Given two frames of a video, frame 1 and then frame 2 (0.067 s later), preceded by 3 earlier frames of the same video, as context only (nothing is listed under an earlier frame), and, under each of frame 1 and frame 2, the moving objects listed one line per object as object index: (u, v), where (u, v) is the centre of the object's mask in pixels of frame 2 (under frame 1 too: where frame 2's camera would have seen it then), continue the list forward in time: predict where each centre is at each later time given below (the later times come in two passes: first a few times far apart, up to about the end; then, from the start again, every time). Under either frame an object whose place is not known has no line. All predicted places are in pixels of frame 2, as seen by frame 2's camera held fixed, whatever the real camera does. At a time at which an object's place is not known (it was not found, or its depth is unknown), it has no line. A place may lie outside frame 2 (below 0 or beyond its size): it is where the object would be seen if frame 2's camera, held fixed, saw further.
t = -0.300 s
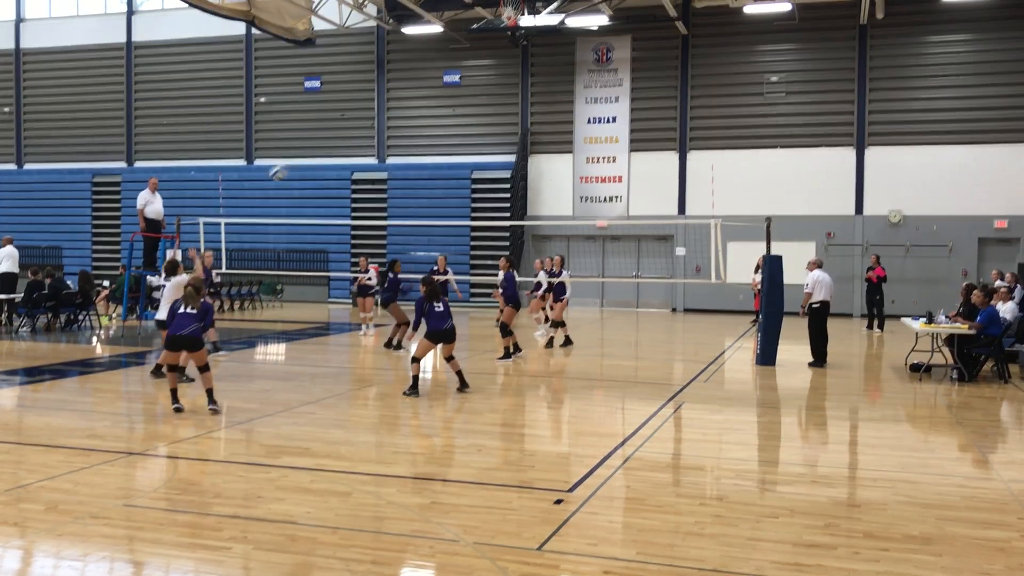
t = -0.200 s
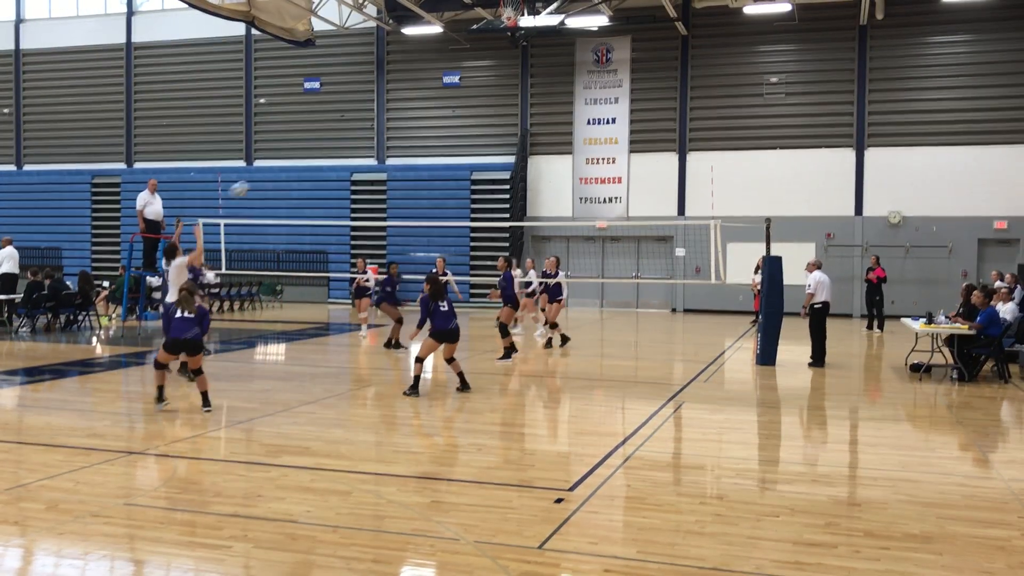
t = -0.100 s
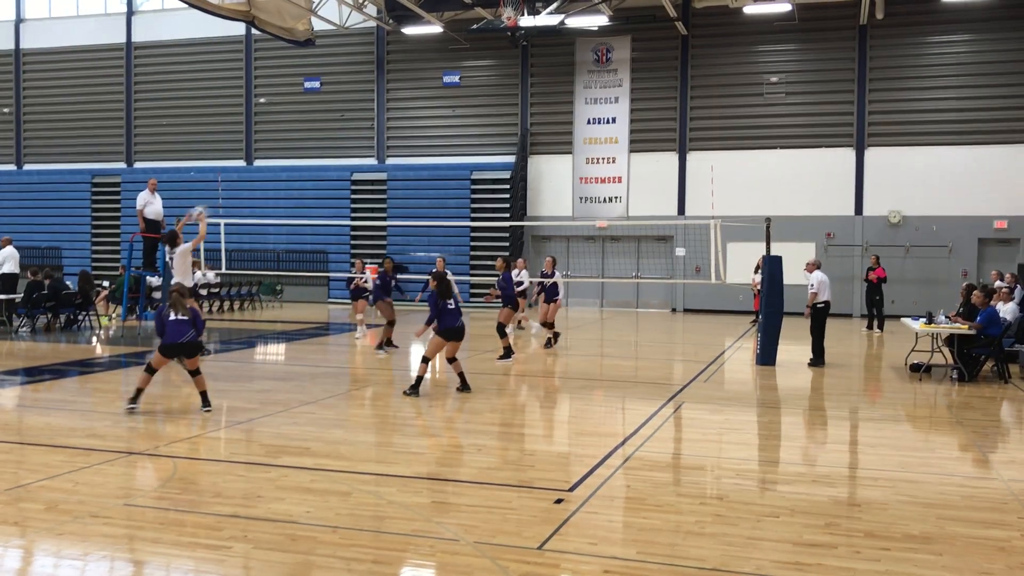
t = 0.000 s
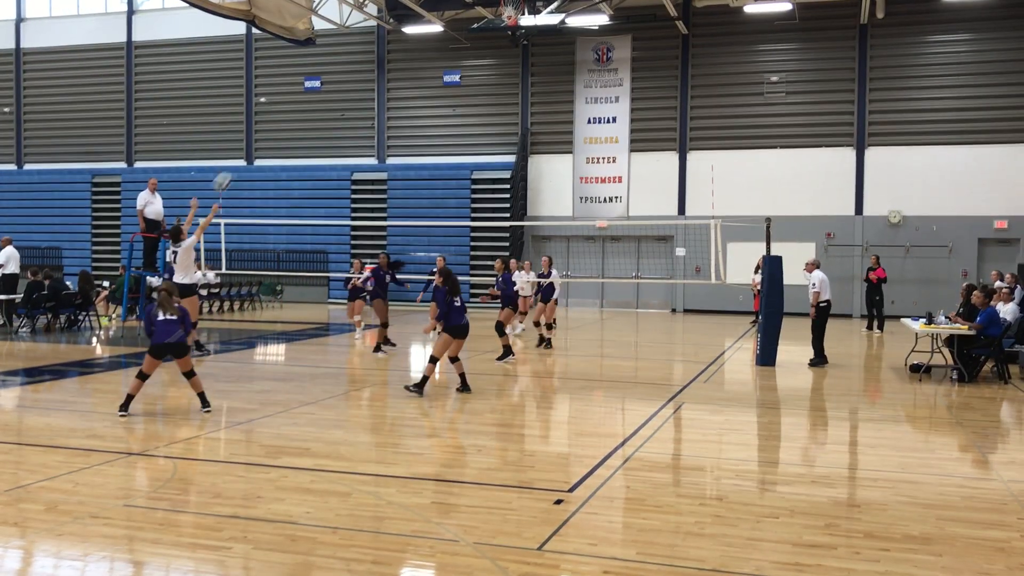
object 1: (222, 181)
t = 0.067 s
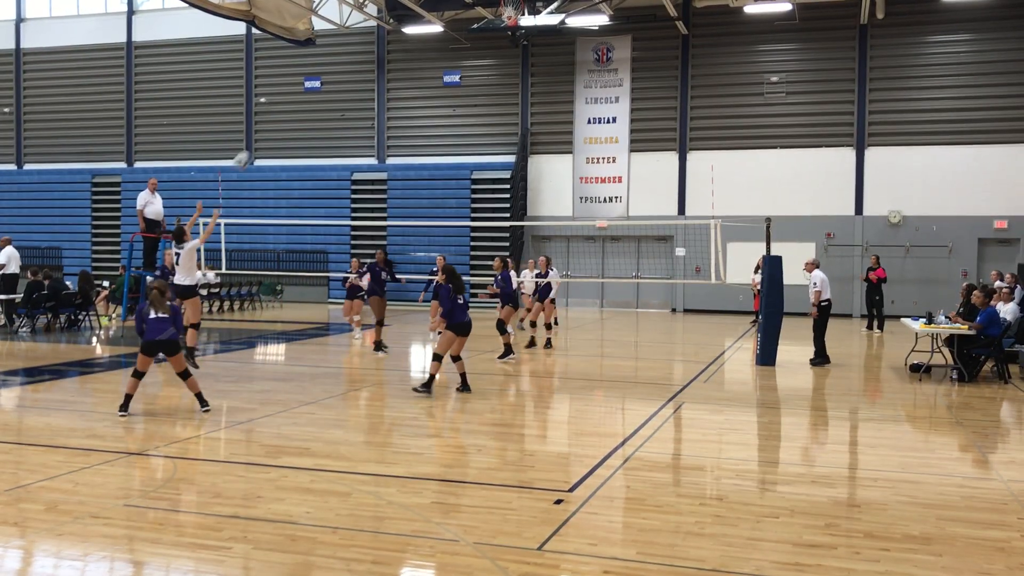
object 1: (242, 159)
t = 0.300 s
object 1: (306, 116)
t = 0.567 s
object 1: (371, 115)
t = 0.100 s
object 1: (251, 152)
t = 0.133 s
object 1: (262, 143)
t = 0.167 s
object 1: (271, 135)
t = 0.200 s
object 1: (280, 129)
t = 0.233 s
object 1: (289, 124)
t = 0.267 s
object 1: (298, 119)
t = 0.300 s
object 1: (306, 116)
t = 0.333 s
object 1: (315, 113)
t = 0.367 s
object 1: (323, 111)
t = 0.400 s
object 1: (332, 110)
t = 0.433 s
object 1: (341, 109)
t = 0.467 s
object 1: (348, 109)
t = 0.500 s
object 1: (356, 111)
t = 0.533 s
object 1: (364, 113)
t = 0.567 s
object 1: (371, 115)
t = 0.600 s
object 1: (379, 117)
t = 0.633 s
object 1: (387, 121)
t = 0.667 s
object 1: (394, 126)
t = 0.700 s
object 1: (401, 131)
